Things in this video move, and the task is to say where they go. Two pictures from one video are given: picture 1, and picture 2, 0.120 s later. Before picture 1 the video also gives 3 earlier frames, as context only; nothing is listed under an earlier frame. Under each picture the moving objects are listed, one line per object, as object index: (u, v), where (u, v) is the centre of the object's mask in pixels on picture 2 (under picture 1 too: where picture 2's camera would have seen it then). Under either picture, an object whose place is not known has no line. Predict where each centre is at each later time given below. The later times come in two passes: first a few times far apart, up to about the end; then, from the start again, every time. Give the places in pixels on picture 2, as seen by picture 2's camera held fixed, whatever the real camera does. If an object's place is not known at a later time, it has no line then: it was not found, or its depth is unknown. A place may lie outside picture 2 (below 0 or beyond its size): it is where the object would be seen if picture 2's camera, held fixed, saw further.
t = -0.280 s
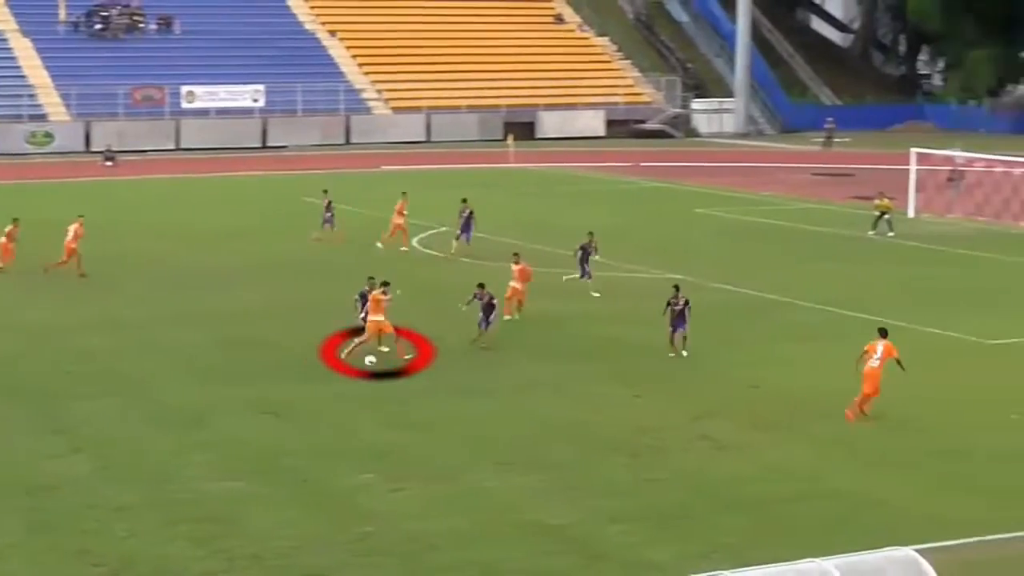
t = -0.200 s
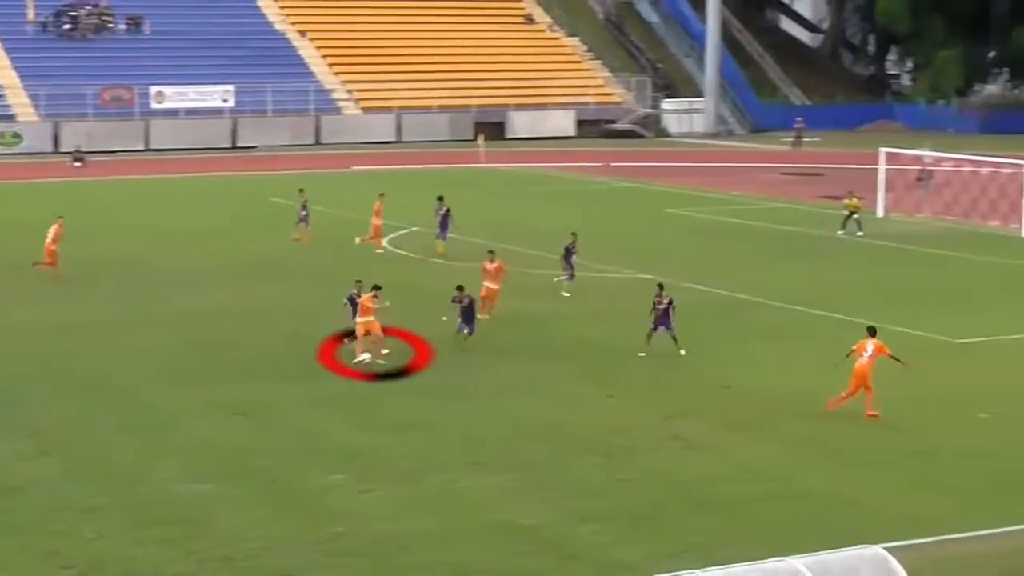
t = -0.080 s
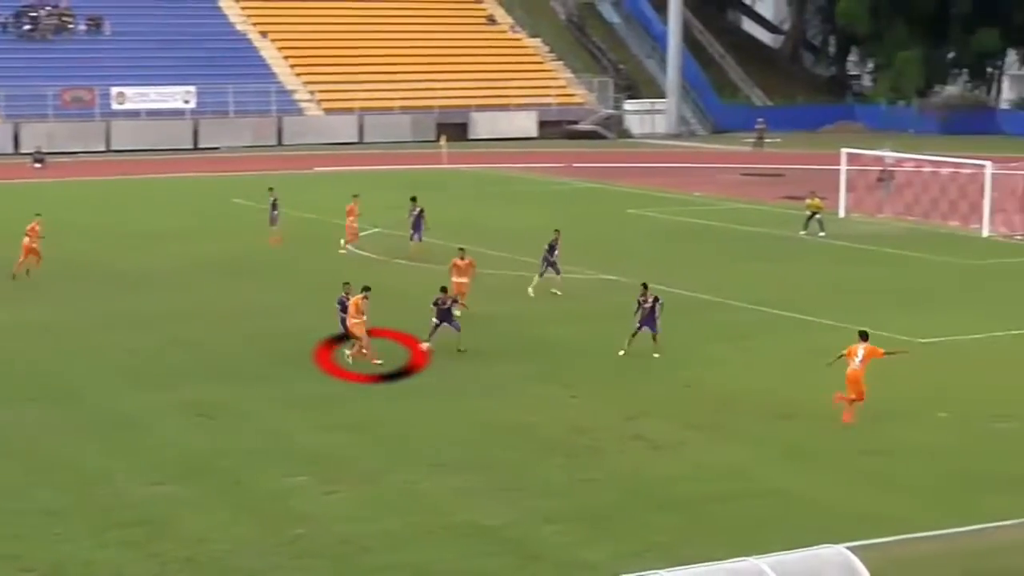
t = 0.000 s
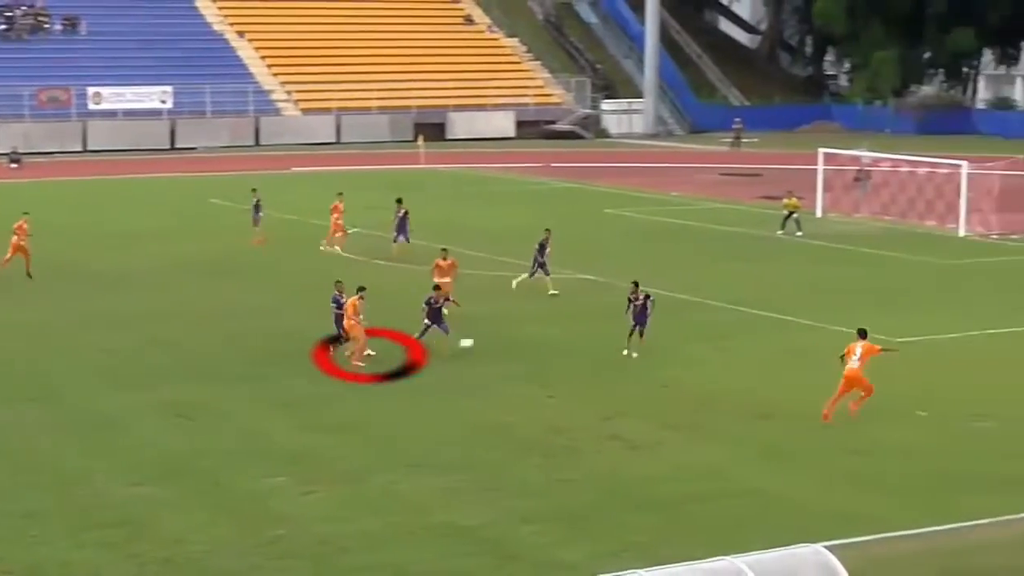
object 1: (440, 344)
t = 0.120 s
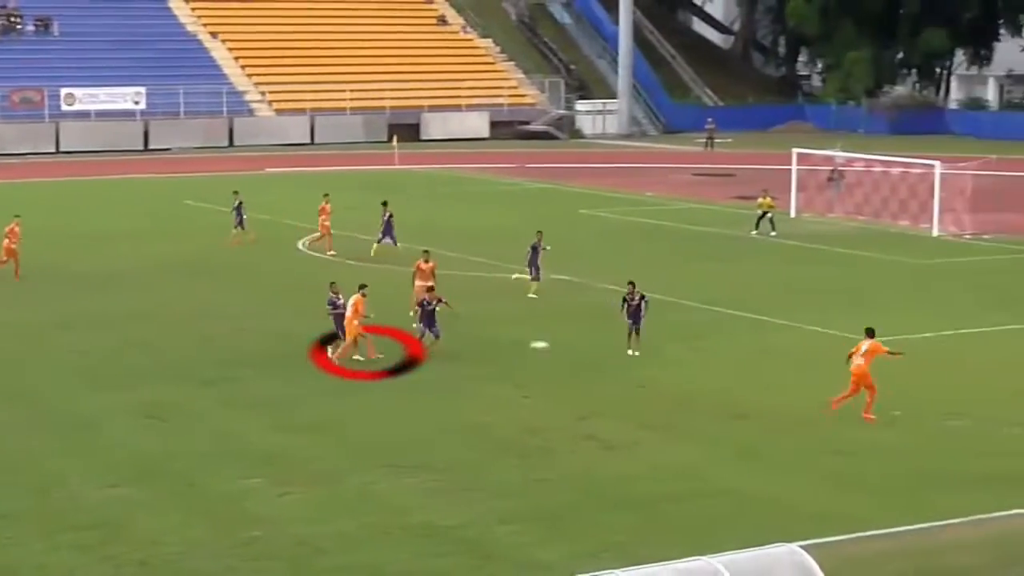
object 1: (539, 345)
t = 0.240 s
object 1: (636, 355)
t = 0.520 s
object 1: (858, 388)
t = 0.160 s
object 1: (571, 348)
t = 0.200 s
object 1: (604, 351)
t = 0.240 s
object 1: (636, 355)
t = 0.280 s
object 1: (670, 360)
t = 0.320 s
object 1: (703, 366)
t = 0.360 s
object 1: (736, 373)
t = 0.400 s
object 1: (769, 382)
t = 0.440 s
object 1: (803, 391)
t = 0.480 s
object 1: (831, 392)
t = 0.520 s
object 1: (858, 388)
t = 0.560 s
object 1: (883, 386)
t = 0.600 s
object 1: (910, 385)
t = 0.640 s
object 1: (936, 385)
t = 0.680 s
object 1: (962, 384)
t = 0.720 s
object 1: (987, 387)
